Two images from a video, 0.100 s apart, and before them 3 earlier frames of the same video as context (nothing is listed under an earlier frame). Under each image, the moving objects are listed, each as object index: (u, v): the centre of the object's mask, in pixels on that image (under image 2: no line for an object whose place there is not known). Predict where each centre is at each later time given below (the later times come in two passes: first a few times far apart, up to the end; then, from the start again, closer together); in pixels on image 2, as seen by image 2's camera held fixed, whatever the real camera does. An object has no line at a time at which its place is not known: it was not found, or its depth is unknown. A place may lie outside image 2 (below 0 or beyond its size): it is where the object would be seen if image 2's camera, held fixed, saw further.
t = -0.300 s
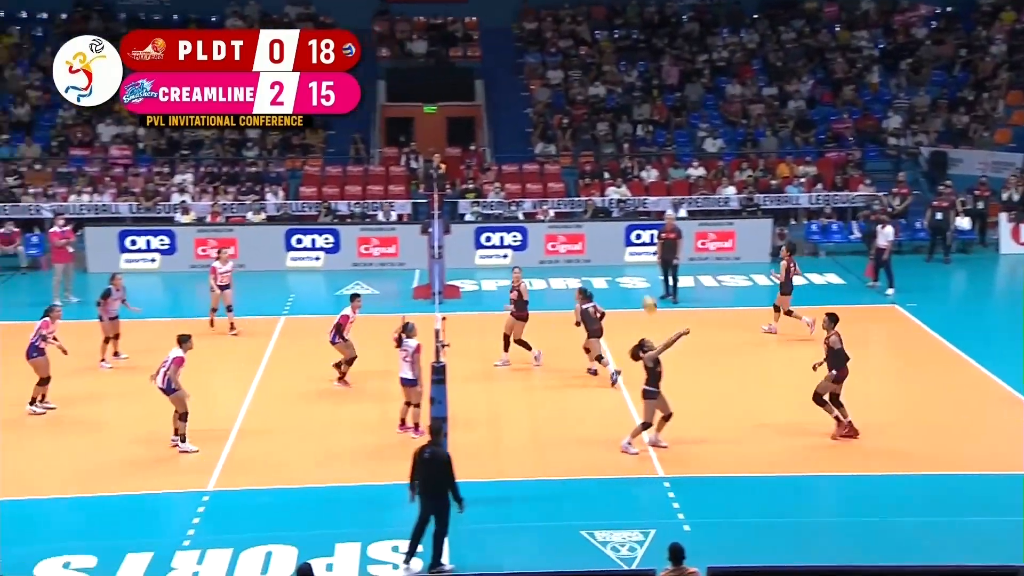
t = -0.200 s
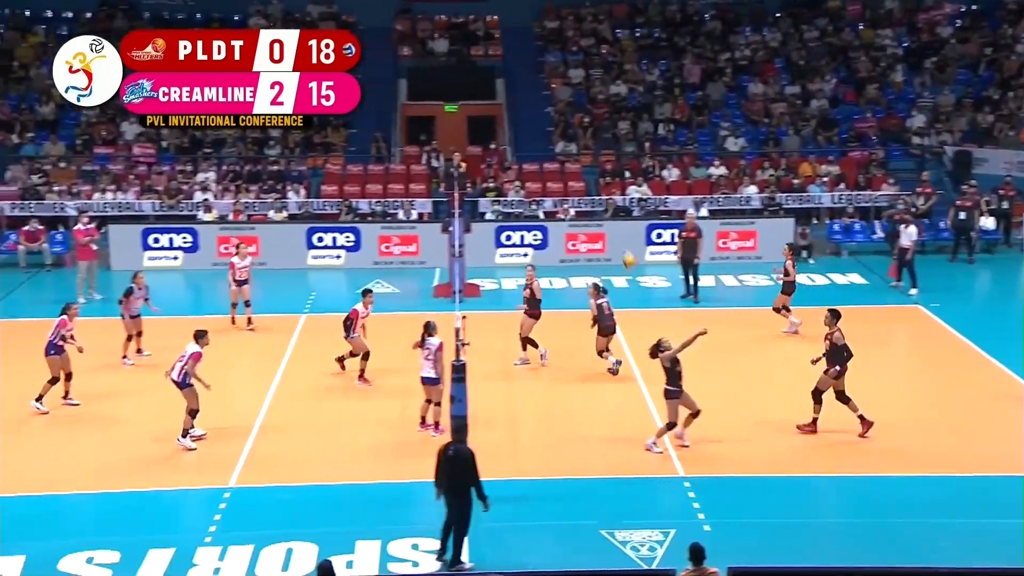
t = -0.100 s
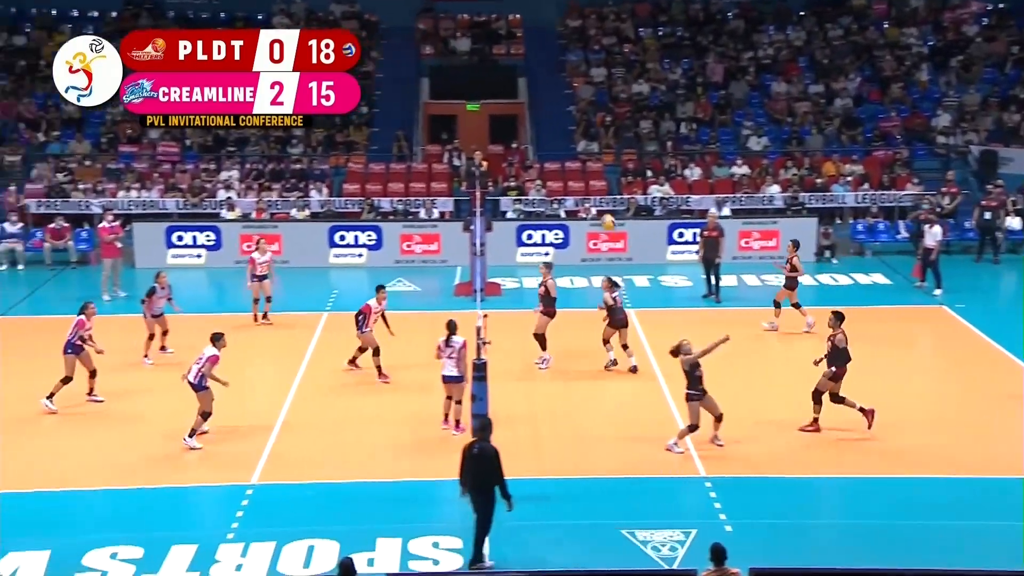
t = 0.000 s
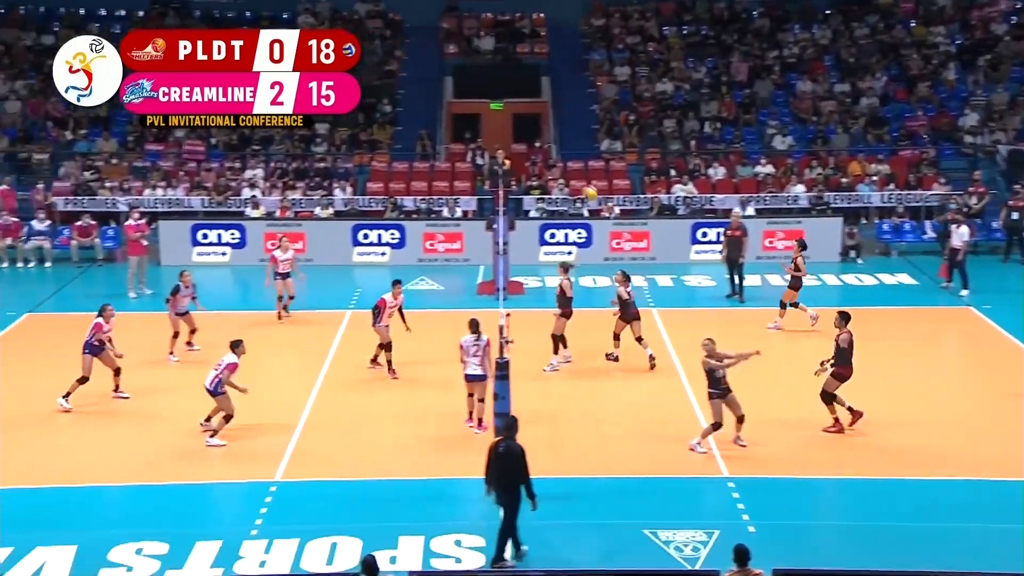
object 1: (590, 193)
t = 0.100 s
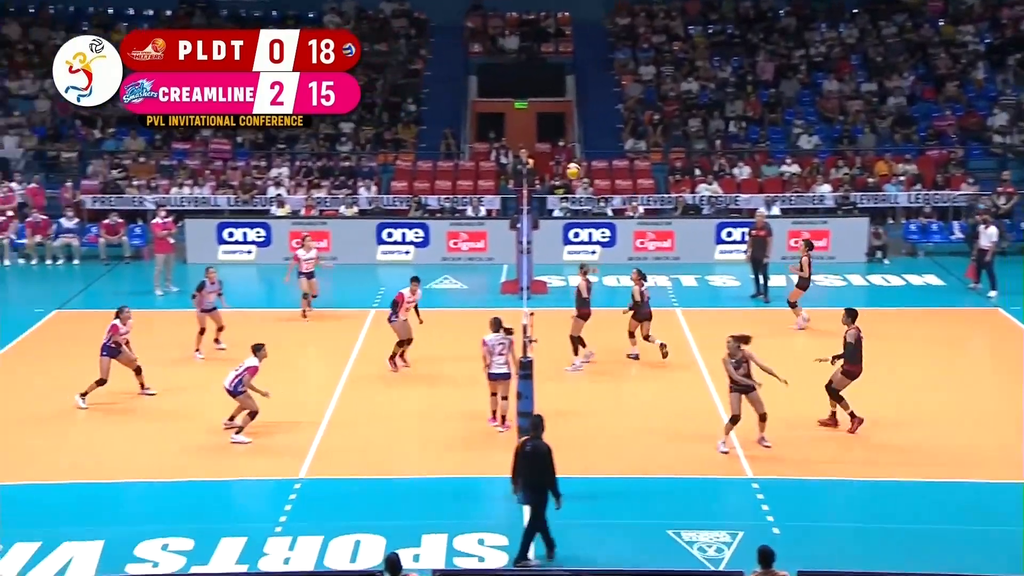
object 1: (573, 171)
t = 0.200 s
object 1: (534, 157)
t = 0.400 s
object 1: (454, 151)
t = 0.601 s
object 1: (380, 173)
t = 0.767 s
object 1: (322, 211)
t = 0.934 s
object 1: (267, 267)
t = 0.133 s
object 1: (560, 166)
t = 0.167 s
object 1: (547, 161)
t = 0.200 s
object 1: (534, 157)
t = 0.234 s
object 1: (520, 154)
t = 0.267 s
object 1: (506, 151)
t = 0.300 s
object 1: (493, 150)
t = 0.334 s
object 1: (480, 150)
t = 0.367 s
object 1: (467, 150)
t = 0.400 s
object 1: (454, 151)
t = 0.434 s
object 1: (441, 152)
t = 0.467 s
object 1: (429, 155)
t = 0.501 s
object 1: (416, 157)
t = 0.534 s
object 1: (404, 162)
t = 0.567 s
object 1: (392, 167)
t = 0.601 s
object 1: (380, 173)
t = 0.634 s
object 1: (368, 179)
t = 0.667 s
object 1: (356, 186)
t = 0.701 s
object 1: (345, 193)
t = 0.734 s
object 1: (332, 202)
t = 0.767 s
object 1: (322, 211)
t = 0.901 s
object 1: (278, 254)
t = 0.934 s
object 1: (267, 267)
